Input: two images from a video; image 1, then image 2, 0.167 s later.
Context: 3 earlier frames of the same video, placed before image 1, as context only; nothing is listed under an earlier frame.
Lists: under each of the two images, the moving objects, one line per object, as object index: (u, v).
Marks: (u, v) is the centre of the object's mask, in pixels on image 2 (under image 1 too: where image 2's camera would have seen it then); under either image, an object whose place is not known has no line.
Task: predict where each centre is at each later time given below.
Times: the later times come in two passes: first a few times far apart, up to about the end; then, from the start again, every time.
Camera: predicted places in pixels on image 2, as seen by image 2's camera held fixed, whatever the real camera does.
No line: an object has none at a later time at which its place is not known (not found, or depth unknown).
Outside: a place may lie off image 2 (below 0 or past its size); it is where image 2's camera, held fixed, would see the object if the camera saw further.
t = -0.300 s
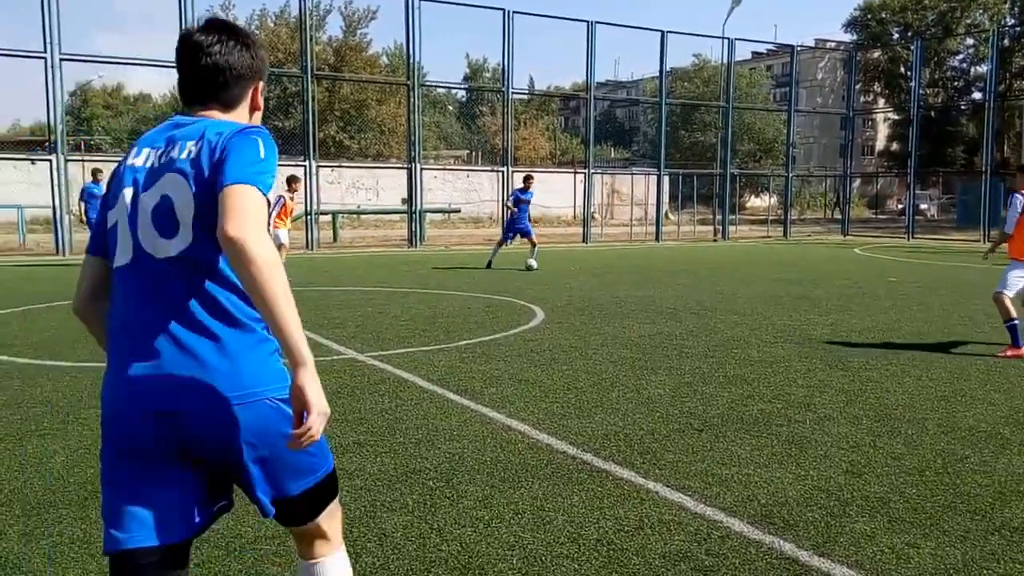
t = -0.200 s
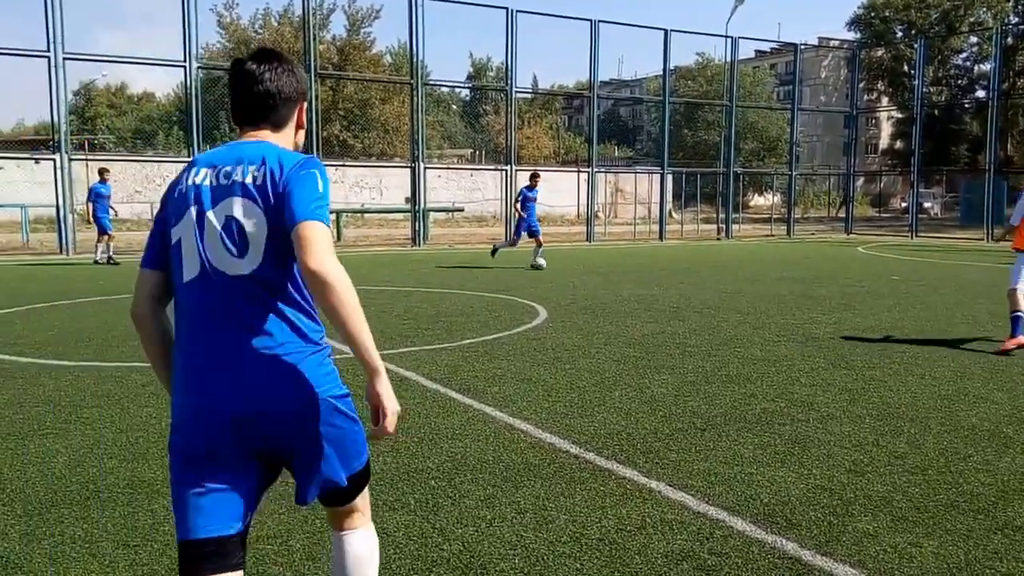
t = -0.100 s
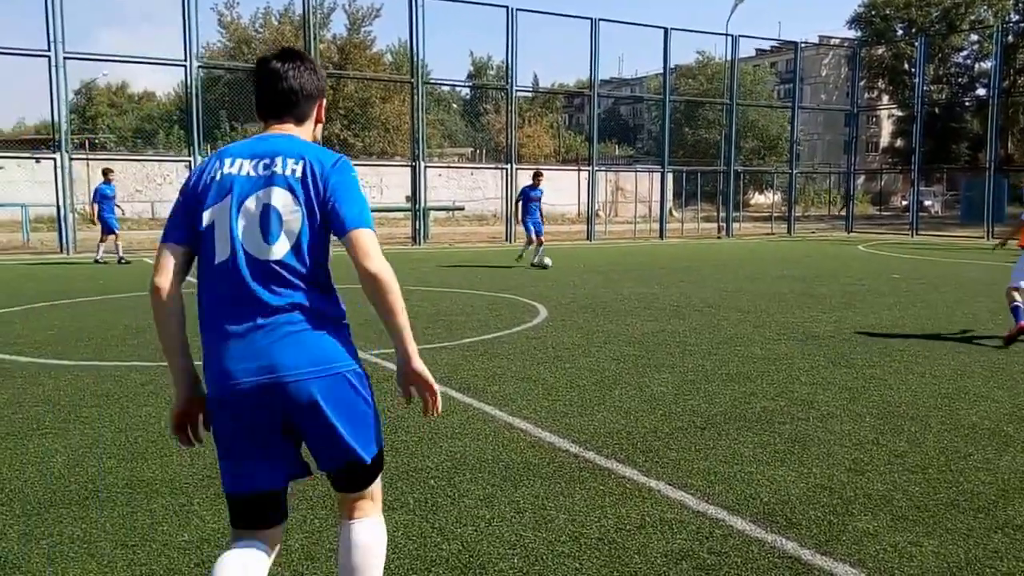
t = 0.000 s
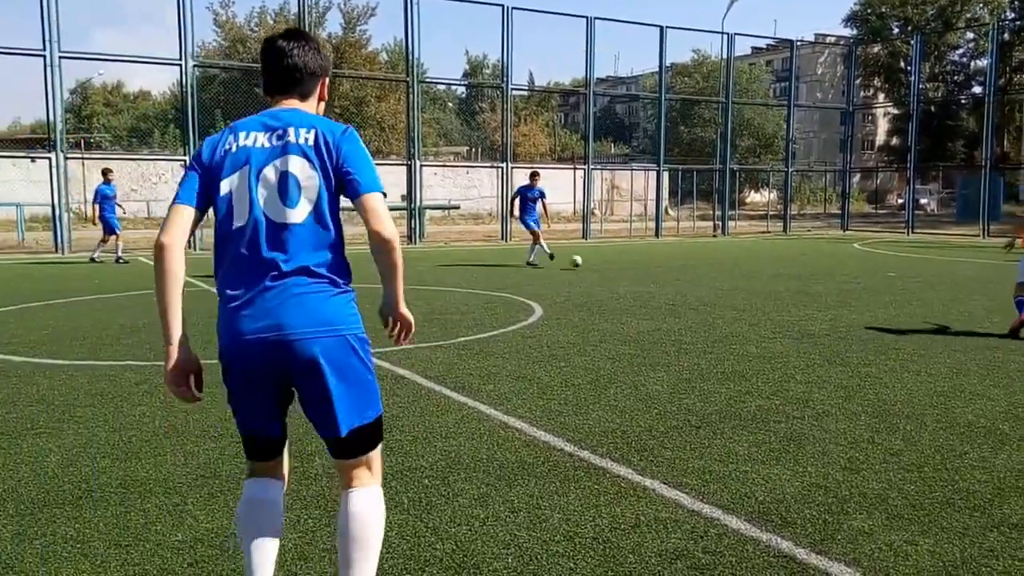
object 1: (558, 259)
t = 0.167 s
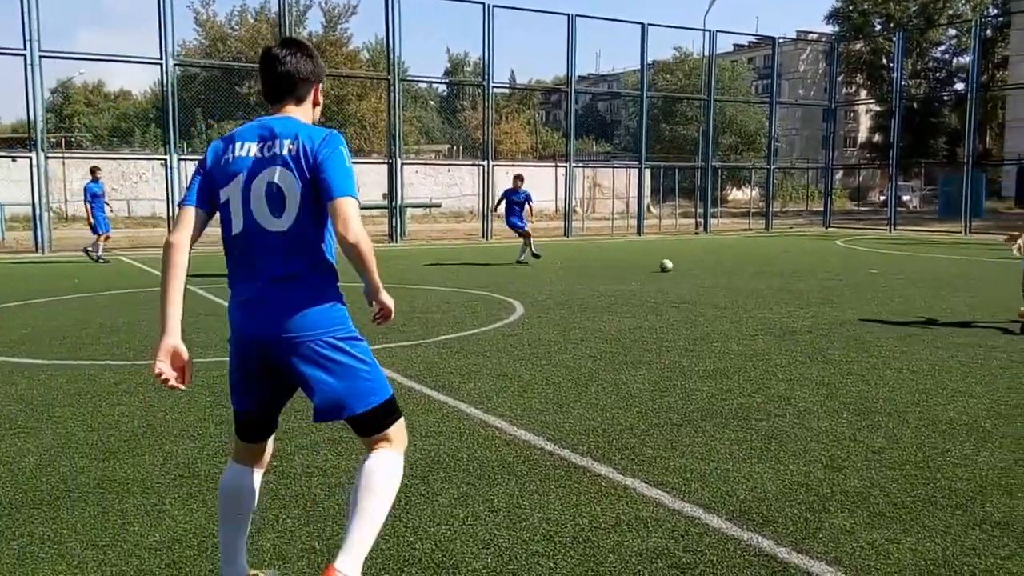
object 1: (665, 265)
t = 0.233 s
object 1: (707, 264)
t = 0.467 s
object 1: (852, 269)
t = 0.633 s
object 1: (948, 272)
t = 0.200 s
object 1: (686, 265)
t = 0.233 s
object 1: (707, 264)
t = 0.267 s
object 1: (727, 264)
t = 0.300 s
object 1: (749, 264)
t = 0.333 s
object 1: (770, 266)
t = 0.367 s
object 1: (792, 268)
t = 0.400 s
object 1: (815, 271)
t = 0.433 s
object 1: (834, 270)
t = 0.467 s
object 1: (852, 269)
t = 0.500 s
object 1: (871, 268)
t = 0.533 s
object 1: (890, 267)
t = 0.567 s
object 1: (910, 268)
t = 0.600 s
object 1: (928, 270)
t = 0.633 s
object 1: (948, 272)
